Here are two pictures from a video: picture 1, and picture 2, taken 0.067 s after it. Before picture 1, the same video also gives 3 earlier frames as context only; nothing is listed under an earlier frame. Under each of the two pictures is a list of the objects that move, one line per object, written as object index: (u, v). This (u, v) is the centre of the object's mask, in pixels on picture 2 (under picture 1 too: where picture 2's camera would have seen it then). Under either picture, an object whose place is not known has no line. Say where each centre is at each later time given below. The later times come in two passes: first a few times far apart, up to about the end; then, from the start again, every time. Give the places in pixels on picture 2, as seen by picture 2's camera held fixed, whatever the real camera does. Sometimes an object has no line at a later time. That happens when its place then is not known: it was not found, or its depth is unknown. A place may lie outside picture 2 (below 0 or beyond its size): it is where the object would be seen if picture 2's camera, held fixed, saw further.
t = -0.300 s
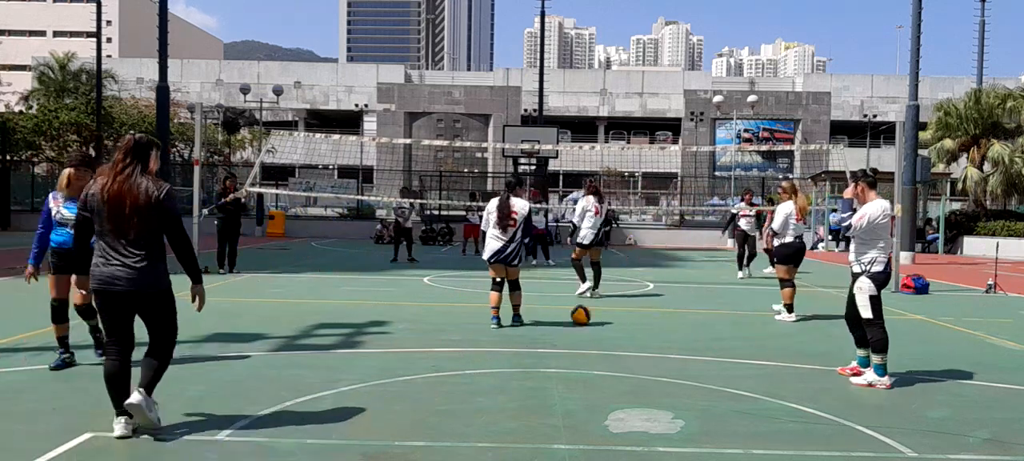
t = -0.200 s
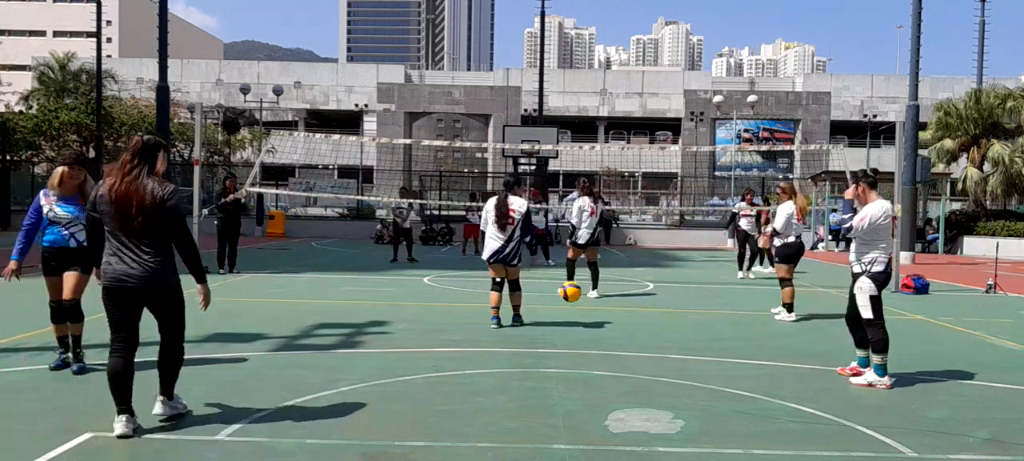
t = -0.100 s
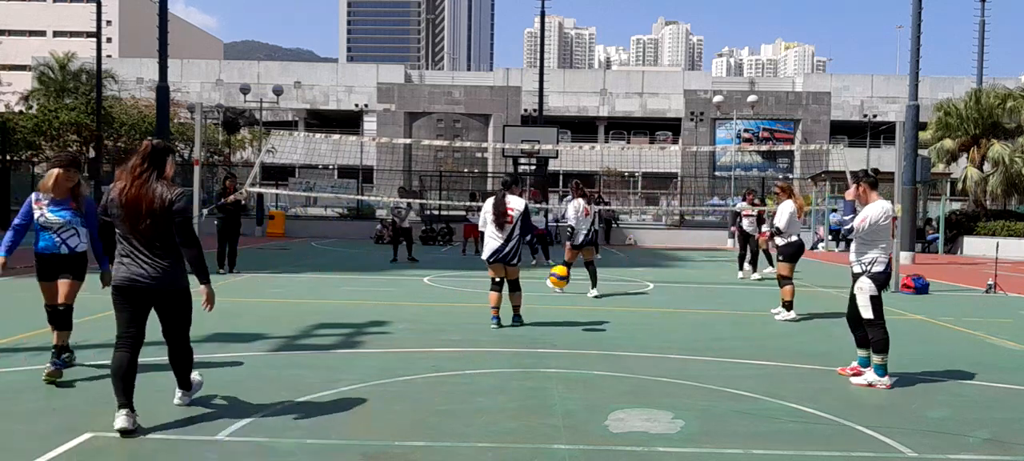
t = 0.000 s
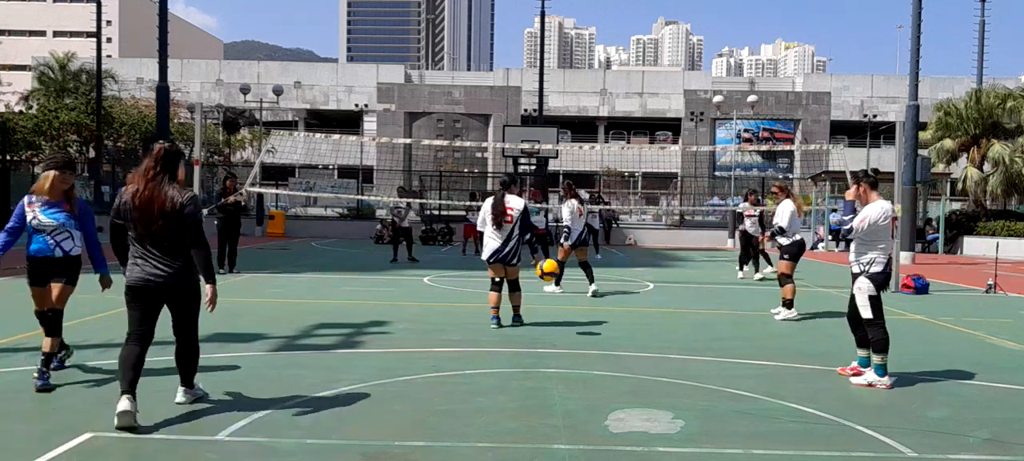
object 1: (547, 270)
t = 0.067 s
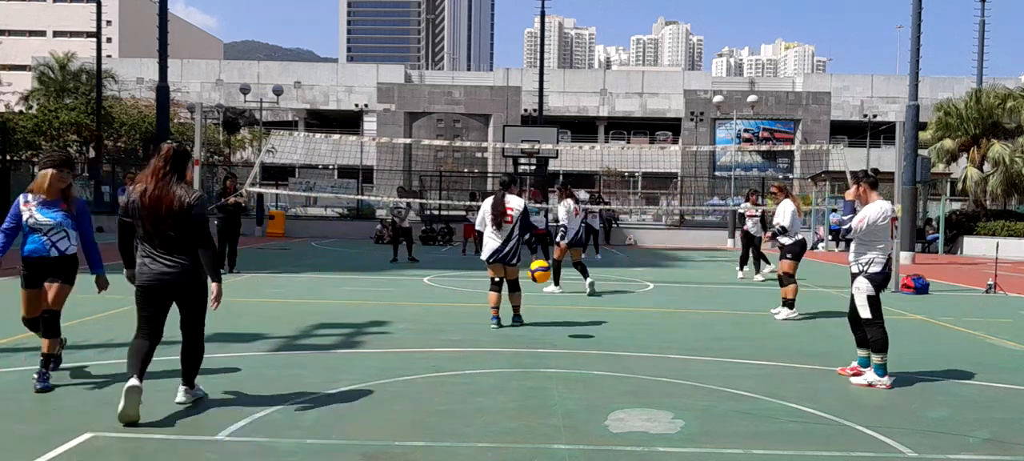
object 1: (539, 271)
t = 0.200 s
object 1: (521, 290)
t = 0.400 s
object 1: (491, 331)
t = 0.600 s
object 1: (461, 301)
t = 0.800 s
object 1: (423, 320)
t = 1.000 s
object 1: (378, 368)
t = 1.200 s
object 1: (326, 345)
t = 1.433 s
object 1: (246, 410)
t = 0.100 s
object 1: (535, 274)
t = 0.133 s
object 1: (530, 277)
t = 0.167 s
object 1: (526, 283)
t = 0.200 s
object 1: (521, 290)
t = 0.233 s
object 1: (517, 298)
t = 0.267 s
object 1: (512, 306)
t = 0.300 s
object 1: (507, 317)
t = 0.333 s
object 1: (501, 330)
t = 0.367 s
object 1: (496, 340)
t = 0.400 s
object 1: (491, 331)
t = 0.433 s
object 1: (487, 323)
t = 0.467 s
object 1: (482, 316)
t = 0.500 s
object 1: (476, 311)
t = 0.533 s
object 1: (472, 306)
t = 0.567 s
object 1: (466, 303)
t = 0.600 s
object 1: (461, 301)
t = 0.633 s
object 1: (455, 300)
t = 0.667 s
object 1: (449, 301)
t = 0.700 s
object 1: (443, 303)
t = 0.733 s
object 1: (437, 307)
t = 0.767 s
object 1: (430, 312)
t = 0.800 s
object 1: (423, 320)
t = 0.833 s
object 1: (417, 329)
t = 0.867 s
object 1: (409, 340)
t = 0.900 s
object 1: (402, 352)
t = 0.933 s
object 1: (394, 368)
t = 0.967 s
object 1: (386, 377)
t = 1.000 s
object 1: (378, 368)
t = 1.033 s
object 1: (370, 360)
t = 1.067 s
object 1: (362, 354)
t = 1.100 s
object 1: (354, 349)
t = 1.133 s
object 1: (345, 346)
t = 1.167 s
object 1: (335, 345)
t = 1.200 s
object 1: (326, 345)
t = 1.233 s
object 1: (316, 348)
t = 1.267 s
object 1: (305, 352)
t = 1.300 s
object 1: (294, 359)
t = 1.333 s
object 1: (283, 368)
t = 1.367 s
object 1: (271, 379)
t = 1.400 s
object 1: (259, 393)
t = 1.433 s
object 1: (246, 410)
